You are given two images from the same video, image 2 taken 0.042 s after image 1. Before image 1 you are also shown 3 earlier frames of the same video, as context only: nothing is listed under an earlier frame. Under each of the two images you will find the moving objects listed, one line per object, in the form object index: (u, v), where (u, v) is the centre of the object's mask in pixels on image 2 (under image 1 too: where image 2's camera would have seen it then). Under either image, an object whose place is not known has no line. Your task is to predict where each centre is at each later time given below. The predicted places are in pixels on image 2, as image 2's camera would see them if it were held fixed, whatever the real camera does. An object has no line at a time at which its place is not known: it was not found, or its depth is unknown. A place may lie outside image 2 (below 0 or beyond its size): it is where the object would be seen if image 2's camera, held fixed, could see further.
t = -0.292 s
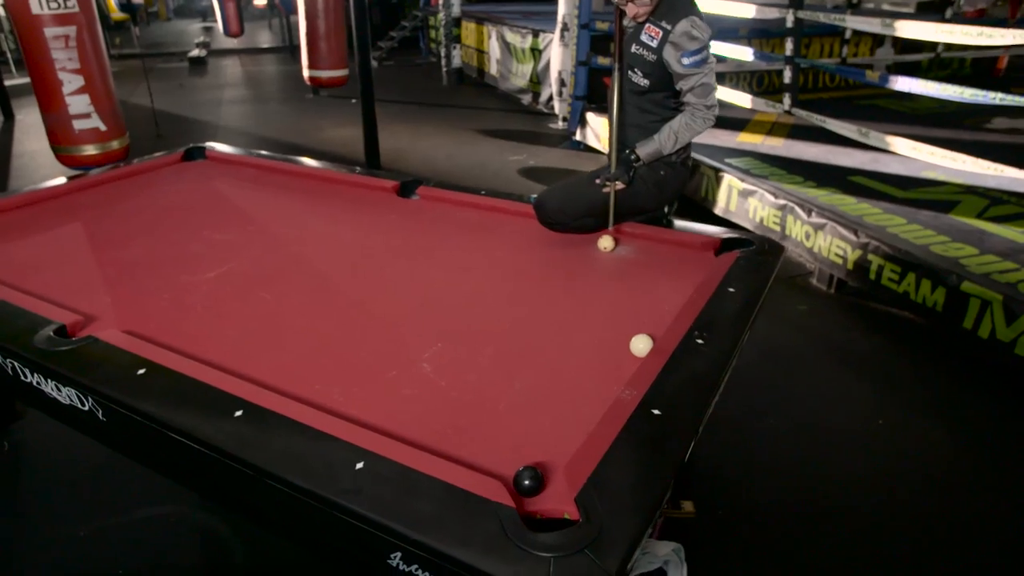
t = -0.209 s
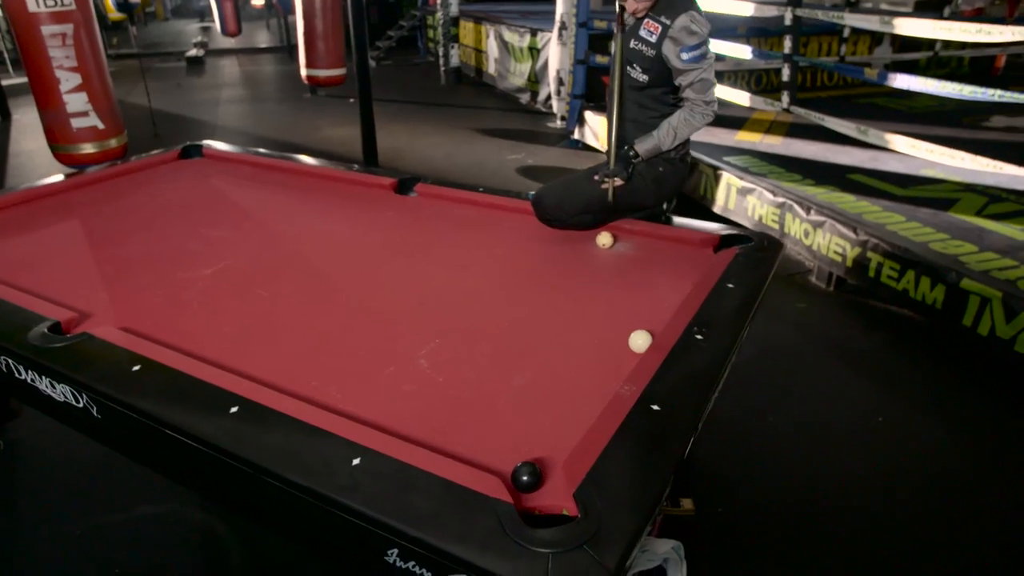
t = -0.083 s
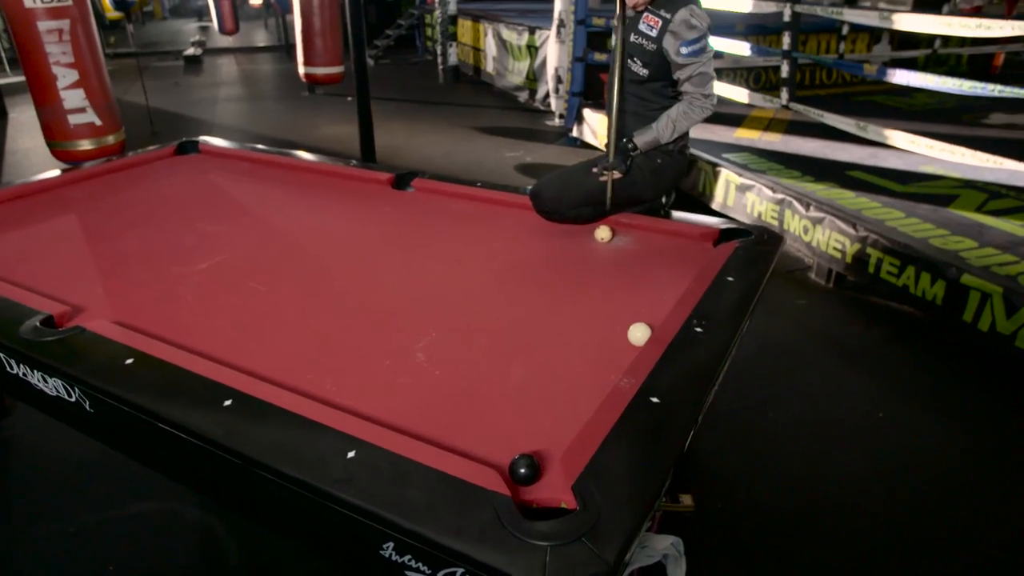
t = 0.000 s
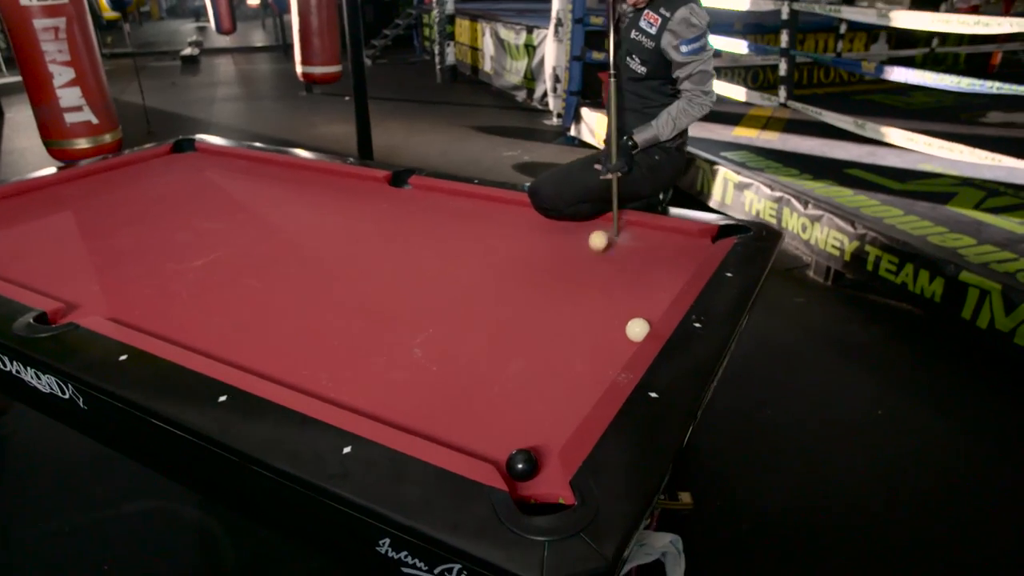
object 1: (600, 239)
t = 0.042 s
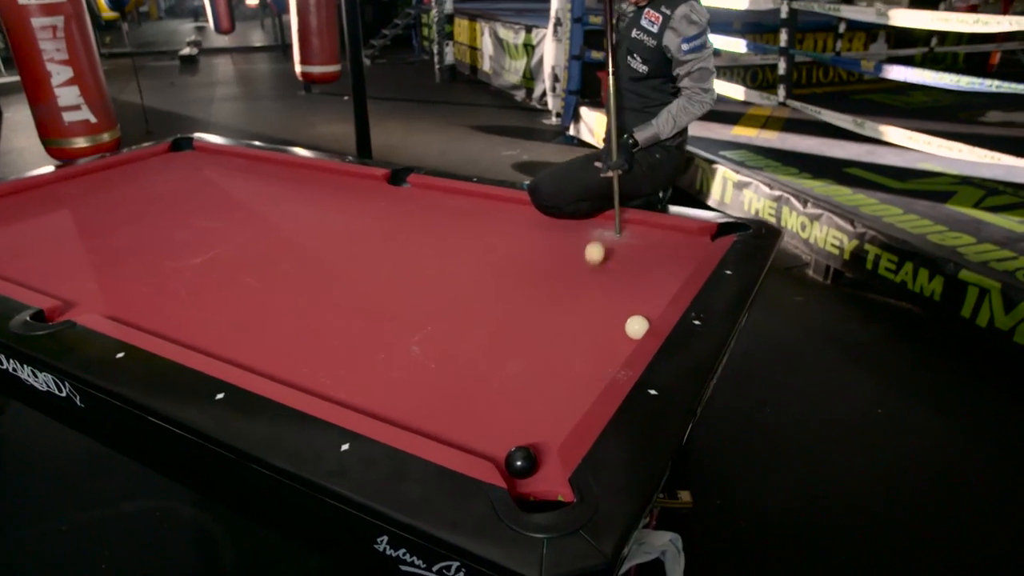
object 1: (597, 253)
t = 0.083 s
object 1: (593, 274)
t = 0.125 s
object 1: (591, 289)
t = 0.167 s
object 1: (588, 309)
